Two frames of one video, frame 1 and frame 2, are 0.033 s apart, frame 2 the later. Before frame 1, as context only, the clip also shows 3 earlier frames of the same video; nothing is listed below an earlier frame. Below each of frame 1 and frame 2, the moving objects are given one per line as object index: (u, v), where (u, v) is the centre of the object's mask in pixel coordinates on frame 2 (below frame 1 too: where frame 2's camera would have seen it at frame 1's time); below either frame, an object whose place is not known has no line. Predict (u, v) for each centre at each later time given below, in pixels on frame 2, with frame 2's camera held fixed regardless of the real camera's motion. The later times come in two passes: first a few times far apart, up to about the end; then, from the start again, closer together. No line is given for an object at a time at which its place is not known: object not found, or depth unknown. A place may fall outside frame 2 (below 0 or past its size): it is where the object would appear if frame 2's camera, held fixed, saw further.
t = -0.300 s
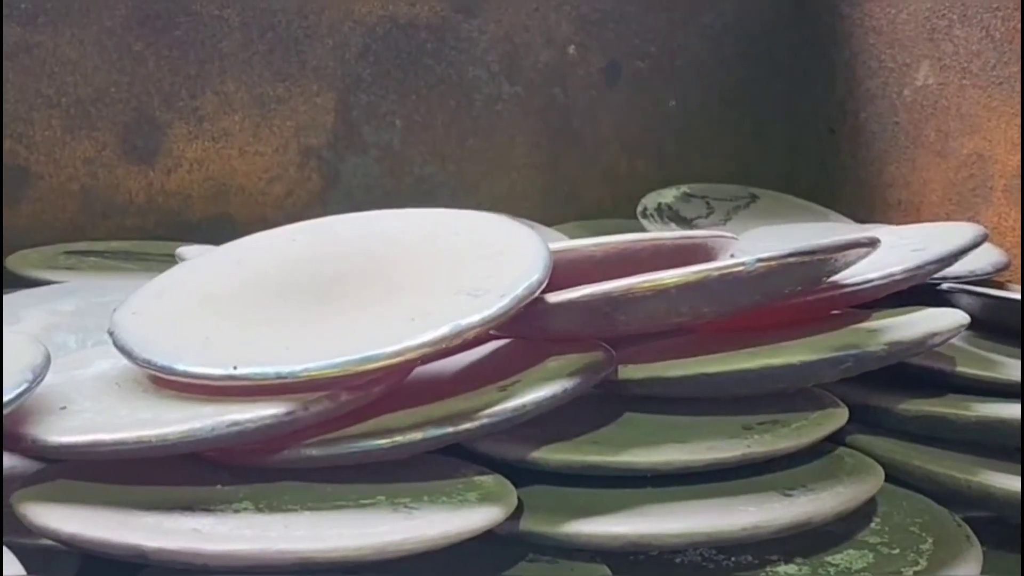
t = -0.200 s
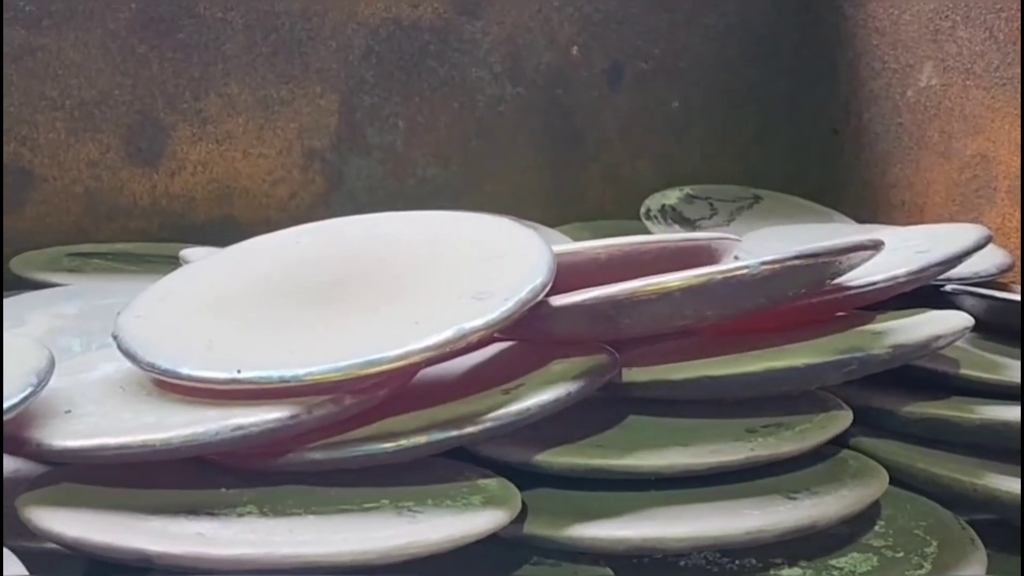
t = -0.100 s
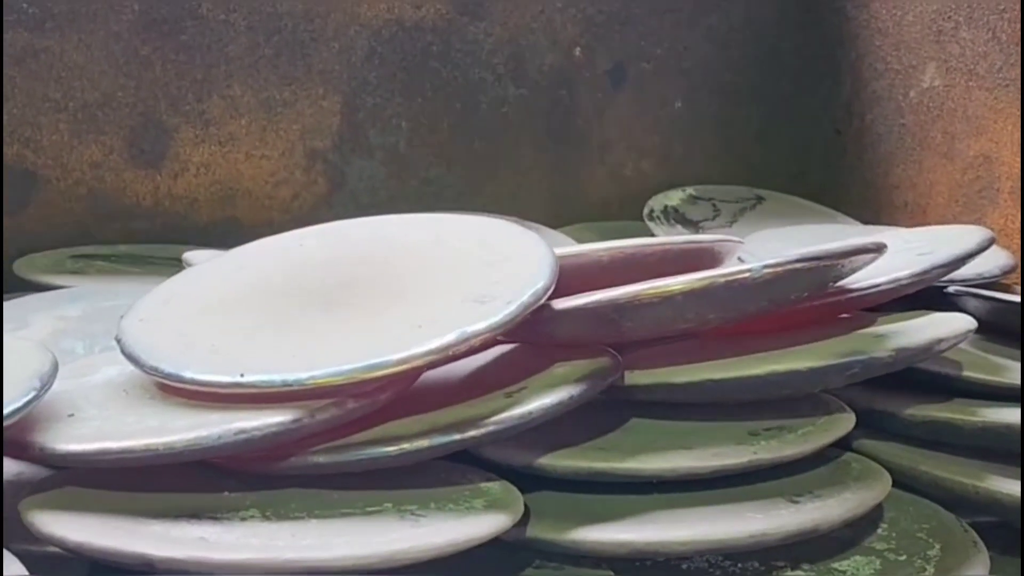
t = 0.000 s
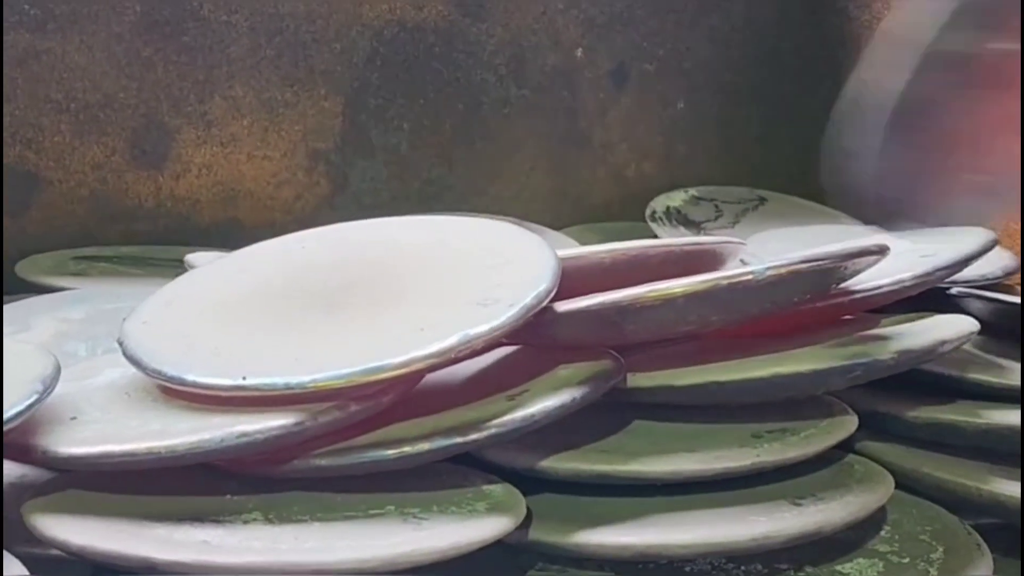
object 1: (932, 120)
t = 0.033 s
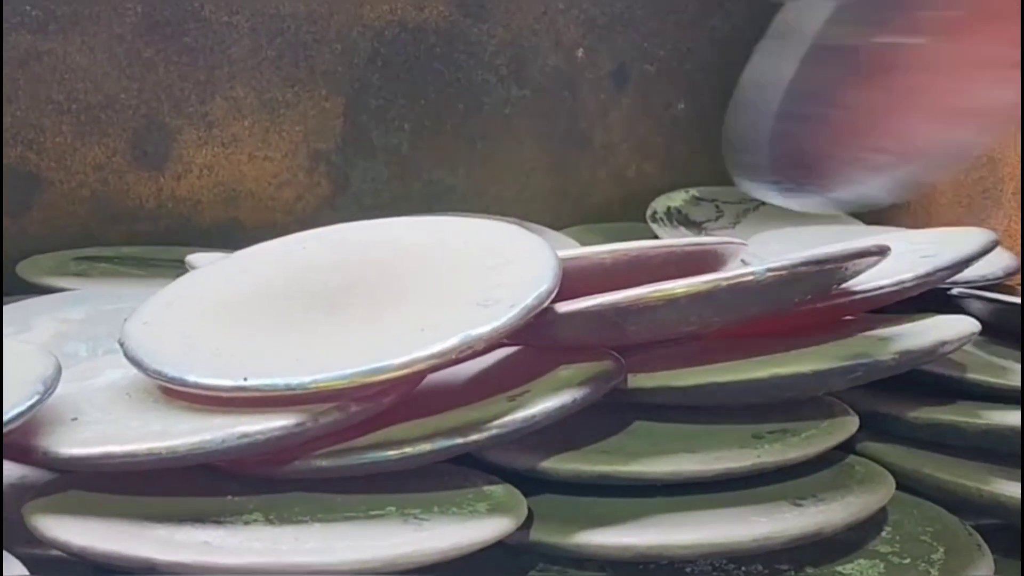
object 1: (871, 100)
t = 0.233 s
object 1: (620, 144)
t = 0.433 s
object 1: (557, 222)
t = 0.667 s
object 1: (564, 234)
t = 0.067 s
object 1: (805, 81)
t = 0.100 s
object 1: (732, 71)
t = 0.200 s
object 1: (623, 98)
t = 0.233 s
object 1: (620, 144)
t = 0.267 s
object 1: (575, 224)
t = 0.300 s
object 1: (575, 232)
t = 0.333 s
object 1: (577, 236)
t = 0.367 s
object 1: (588, 238)
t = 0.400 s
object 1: (572, 226)
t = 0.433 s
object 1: (557, 222)
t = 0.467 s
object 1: (561, 222)
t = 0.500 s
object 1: (575, 234)
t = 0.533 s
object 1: (563, 233)
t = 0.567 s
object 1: (565, 233)
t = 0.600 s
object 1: (564, 233)
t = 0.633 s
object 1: (564, 233)
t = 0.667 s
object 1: (564, 234)
